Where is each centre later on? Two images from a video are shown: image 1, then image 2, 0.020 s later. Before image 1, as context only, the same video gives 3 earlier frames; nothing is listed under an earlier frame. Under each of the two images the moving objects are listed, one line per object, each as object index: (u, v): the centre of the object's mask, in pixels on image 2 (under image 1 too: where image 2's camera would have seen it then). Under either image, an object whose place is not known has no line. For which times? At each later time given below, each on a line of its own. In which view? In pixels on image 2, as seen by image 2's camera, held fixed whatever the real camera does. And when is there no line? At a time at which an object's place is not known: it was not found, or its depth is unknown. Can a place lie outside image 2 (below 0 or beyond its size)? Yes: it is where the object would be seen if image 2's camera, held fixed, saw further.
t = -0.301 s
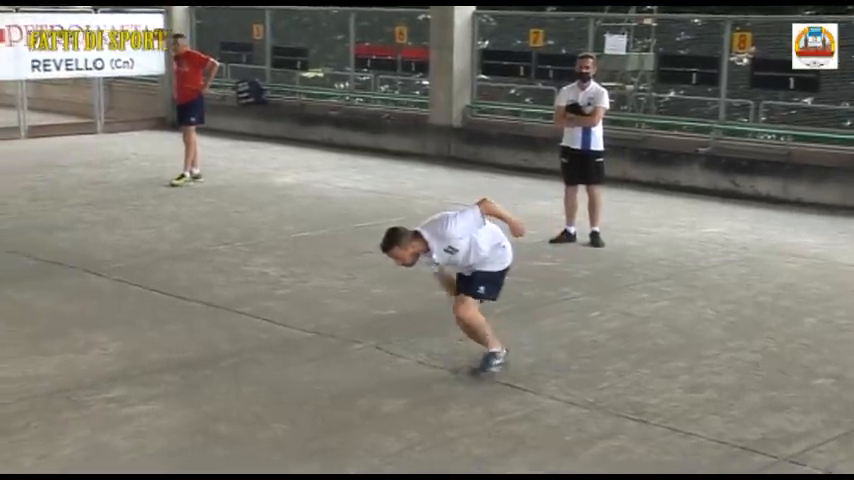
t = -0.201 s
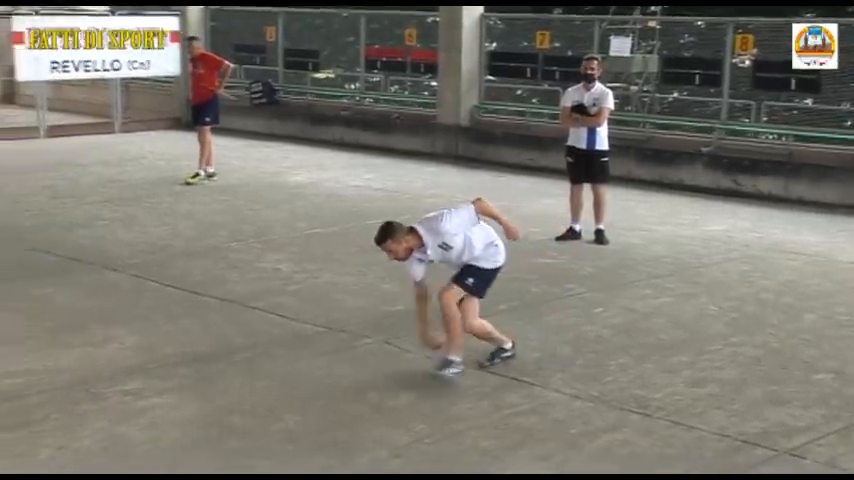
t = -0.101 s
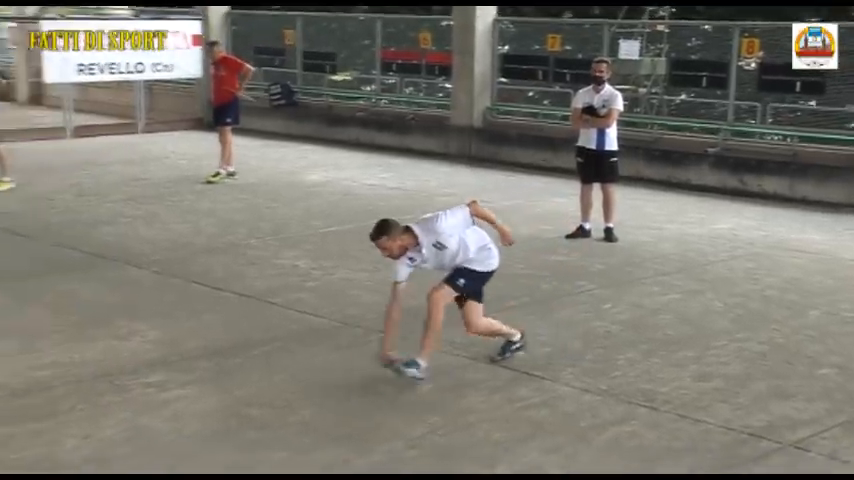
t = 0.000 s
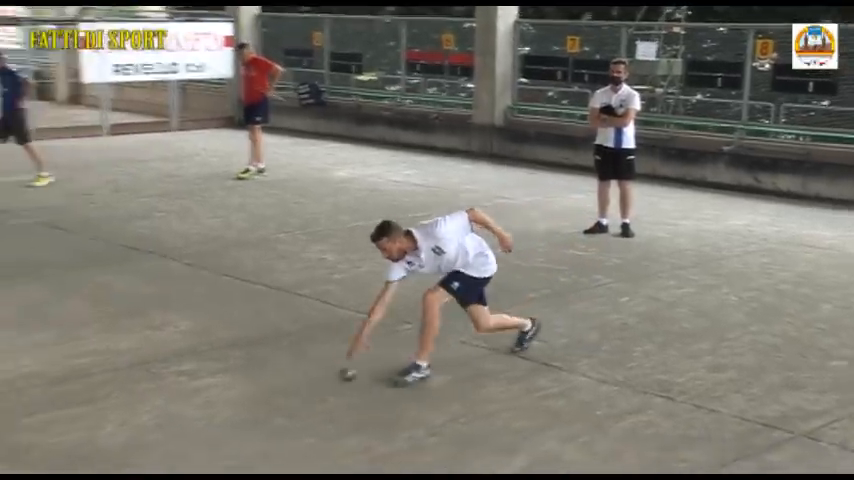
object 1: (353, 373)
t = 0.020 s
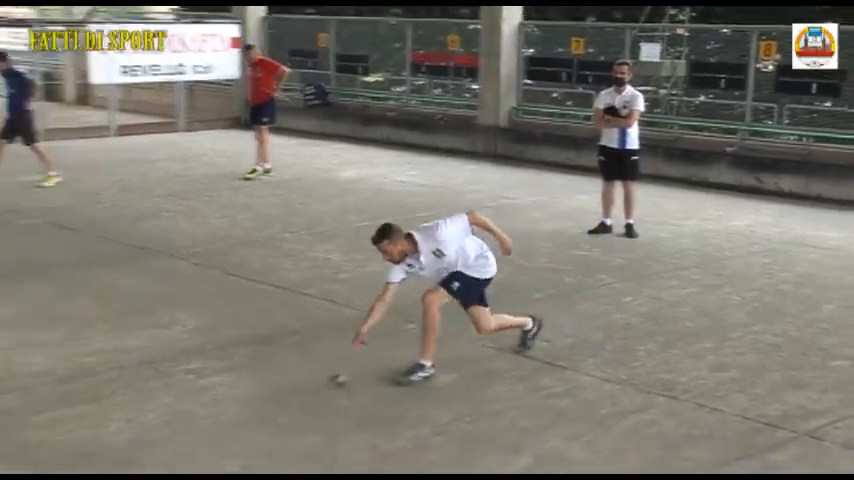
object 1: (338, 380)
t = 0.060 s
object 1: (308, 396)
